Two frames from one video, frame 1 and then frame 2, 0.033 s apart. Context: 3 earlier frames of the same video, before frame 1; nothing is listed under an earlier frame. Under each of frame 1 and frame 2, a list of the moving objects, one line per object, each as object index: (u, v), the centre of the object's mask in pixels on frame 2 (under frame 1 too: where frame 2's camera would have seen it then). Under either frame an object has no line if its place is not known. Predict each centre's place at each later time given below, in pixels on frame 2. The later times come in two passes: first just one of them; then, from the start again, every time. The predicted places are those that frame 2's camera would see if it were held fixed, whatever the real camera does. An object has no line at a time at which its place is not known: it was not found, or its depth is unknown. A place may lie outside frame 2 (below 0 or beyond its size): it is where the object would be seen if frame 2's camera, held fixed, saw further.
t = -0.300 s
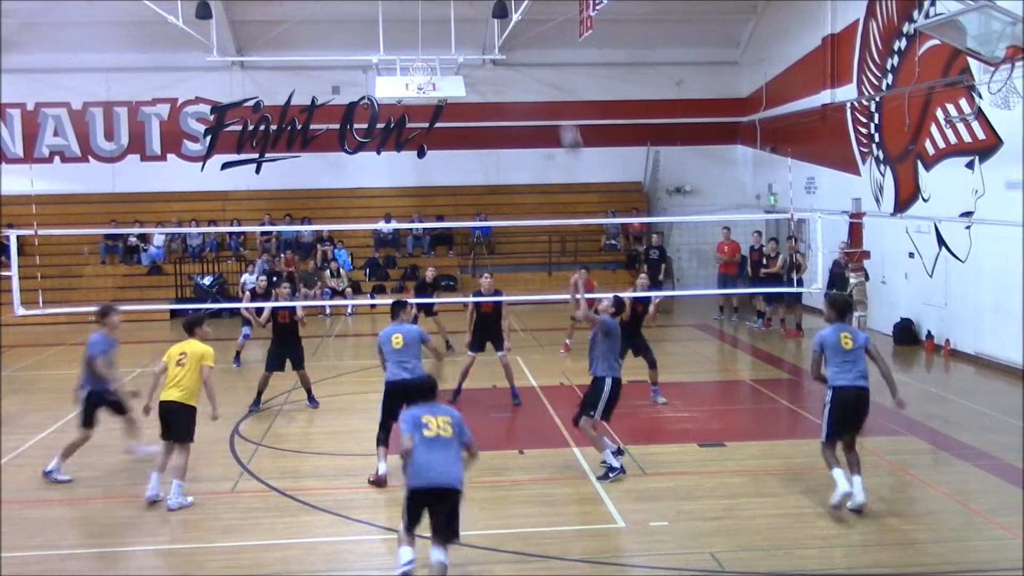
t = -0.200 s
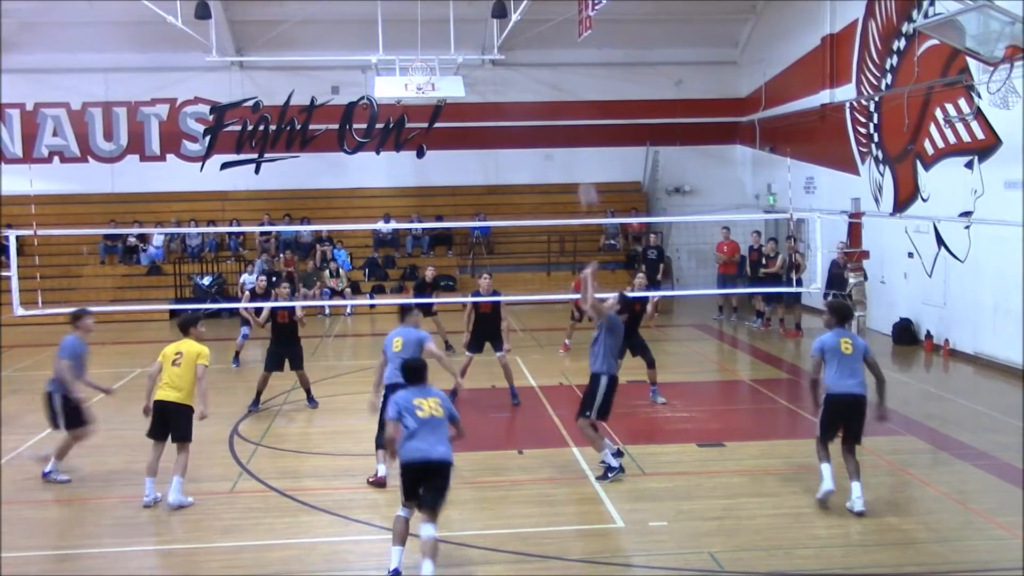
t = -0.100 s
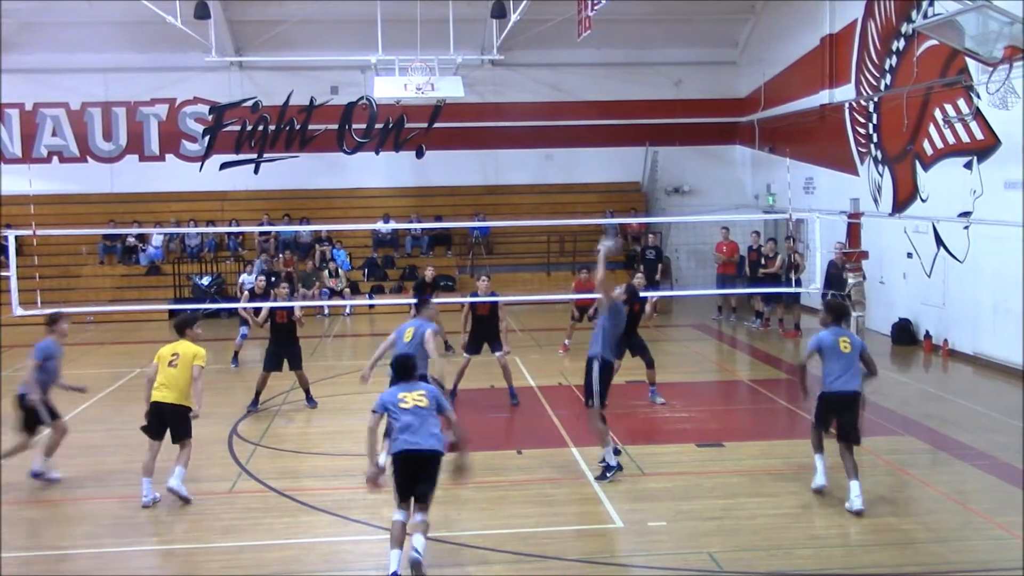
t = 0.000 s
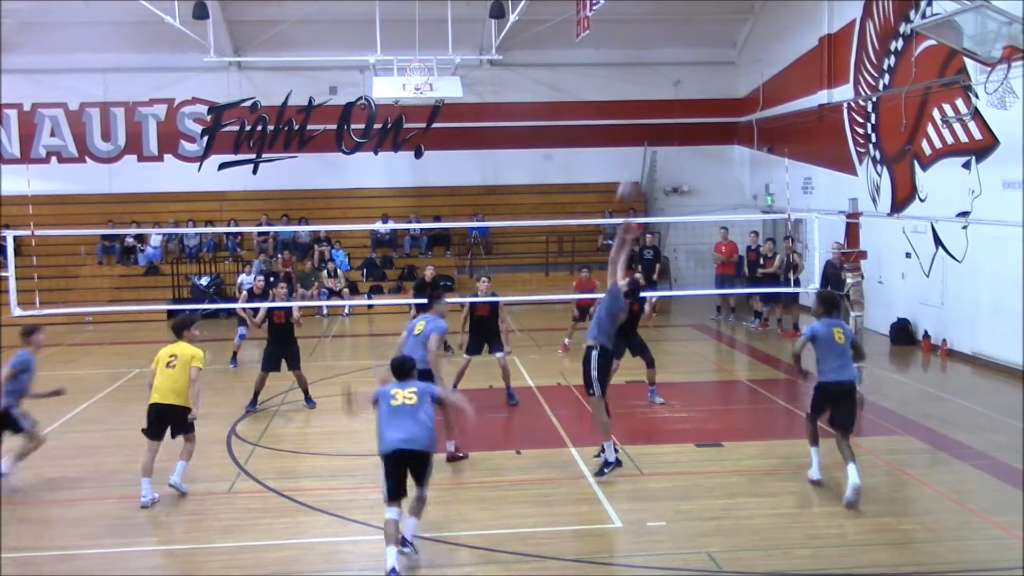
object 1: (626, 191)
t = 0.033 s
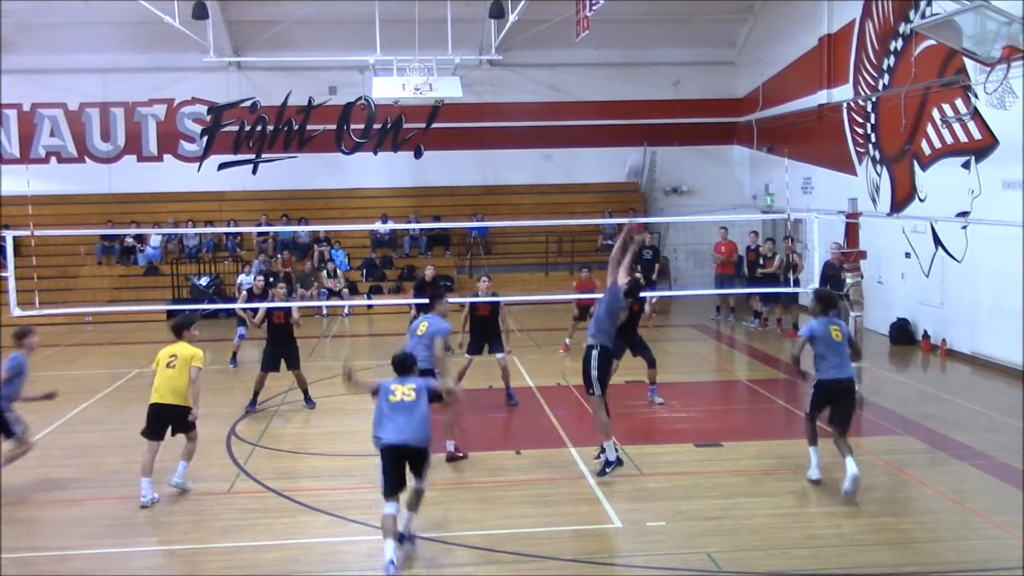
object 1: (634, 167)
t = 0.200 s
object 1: (669, 92)
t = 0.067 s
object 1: (641, 151)
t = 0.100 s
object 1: (647, 135)
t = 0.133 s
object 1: (653, 120)
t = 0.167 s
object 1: (660, 106)
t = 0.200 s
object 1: (669, 92)
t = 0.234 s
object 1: (674, 83)
